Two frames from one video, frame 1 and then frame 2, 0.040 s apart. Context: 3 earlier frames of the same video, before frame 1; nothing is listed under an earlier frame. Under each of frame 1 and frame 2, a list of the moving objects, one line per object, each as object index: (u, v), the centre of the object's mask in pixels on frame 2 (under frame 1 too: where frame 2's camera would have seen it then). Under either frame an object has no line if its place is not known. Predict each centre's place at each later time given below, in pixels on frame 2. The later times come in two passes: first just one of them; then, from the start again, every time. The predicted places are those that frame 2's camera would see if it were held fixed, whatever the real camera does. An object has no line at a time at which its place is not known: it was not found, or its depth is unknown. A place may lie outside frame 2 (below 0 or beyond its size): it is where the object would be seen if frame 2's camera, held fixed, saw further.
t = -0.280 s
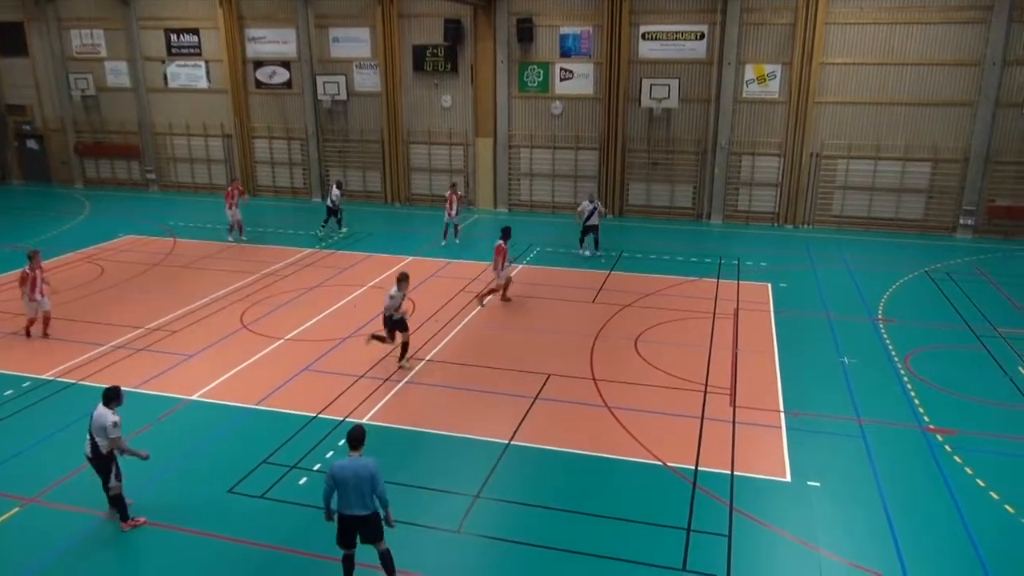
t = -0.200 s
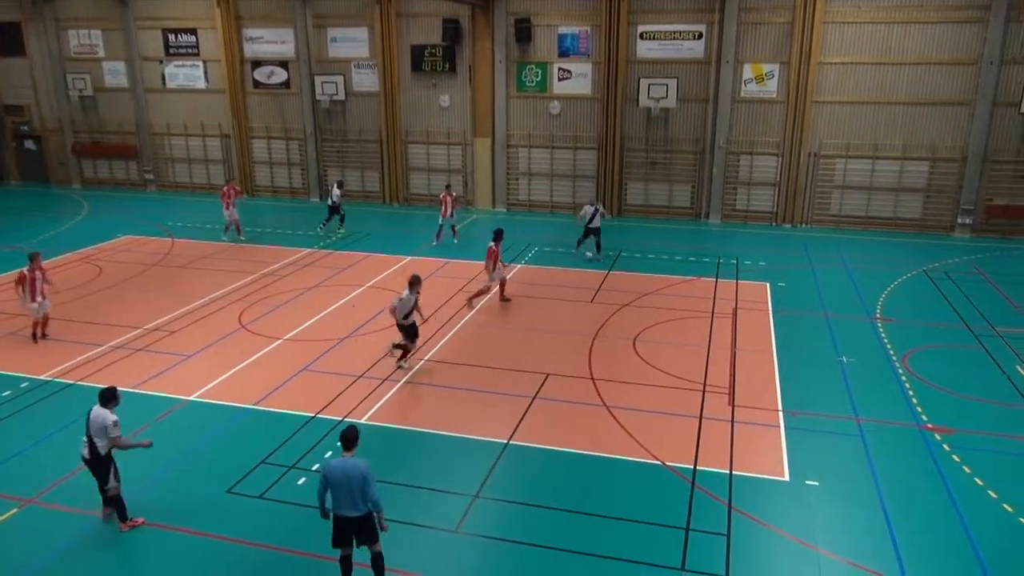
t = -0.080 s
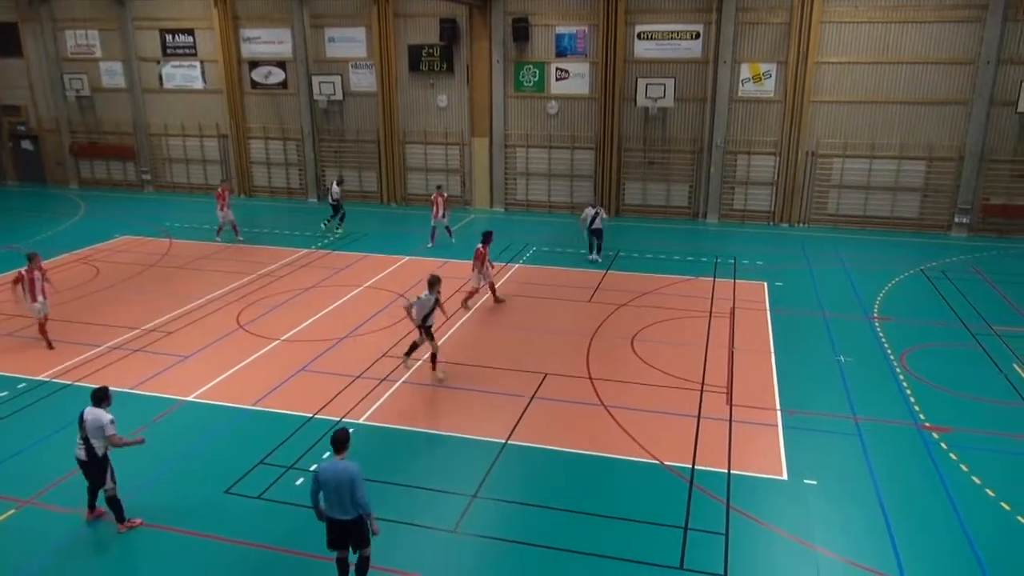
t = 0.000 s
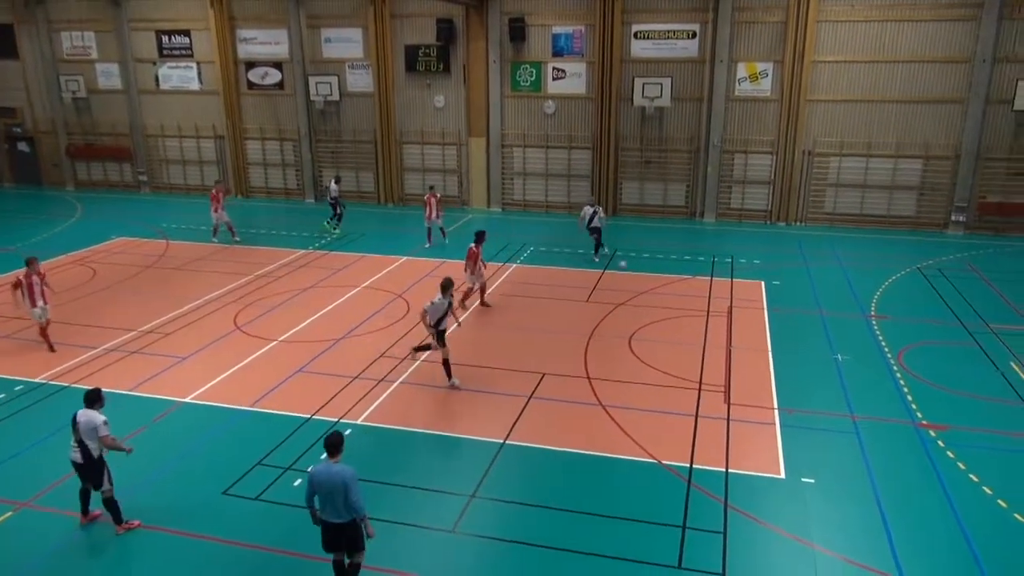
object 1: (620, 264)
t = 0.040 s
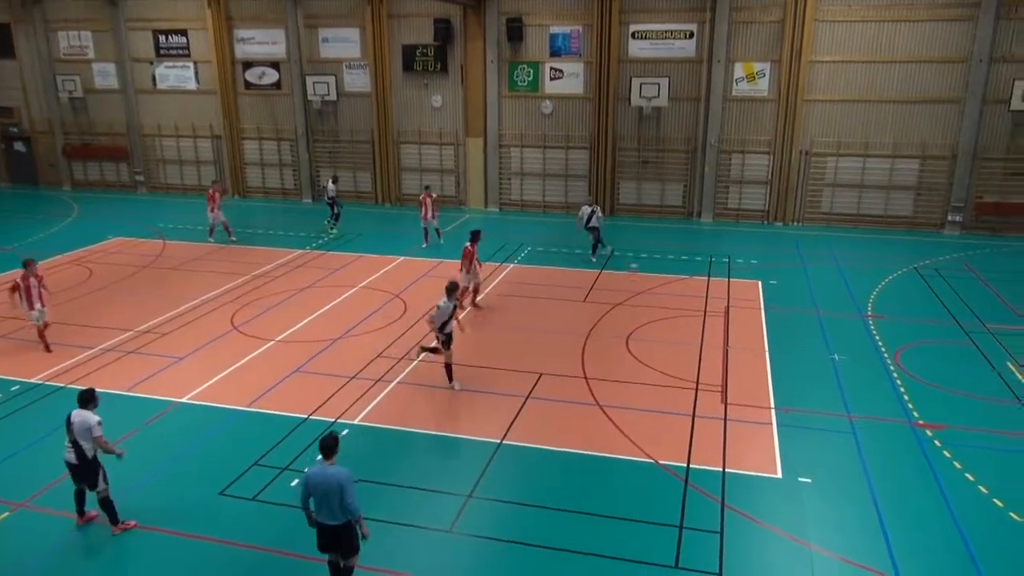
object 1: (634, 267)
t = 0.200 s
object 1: (694, 283)
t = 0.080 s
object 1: (650, 272)
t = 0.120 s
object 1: (665, 276)
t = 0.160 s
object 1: (679, 280)
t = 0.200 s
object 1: (694, 283)
